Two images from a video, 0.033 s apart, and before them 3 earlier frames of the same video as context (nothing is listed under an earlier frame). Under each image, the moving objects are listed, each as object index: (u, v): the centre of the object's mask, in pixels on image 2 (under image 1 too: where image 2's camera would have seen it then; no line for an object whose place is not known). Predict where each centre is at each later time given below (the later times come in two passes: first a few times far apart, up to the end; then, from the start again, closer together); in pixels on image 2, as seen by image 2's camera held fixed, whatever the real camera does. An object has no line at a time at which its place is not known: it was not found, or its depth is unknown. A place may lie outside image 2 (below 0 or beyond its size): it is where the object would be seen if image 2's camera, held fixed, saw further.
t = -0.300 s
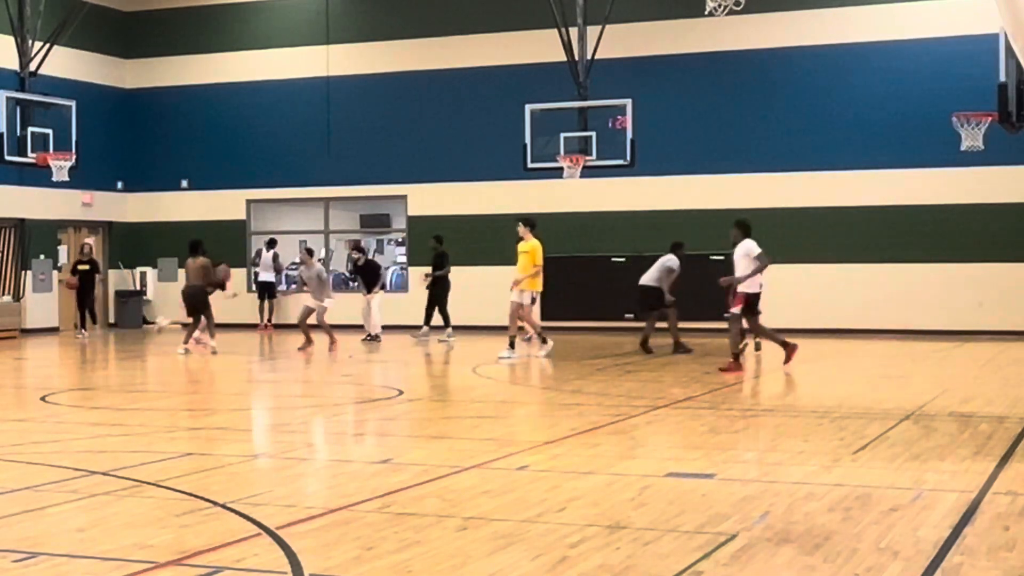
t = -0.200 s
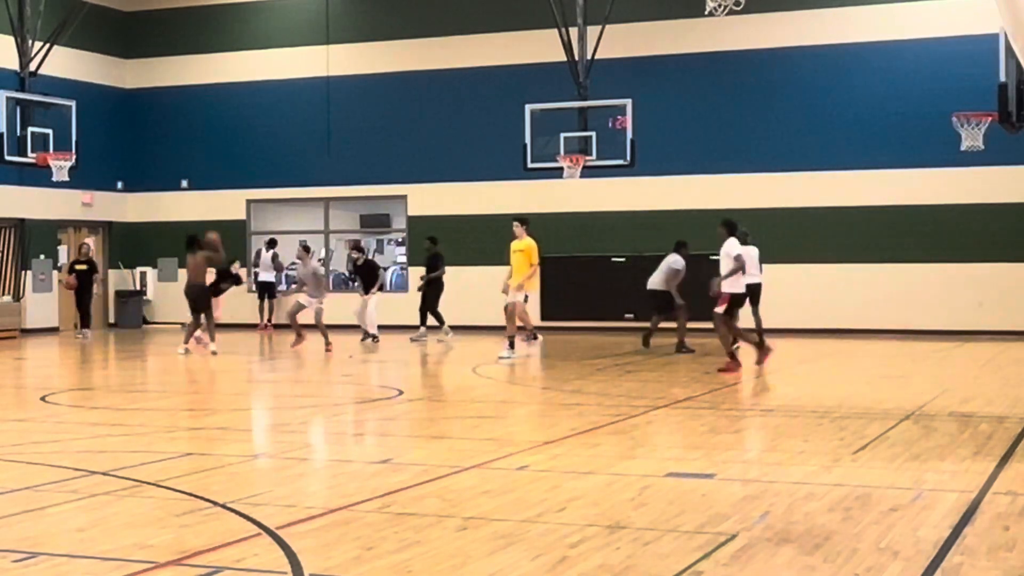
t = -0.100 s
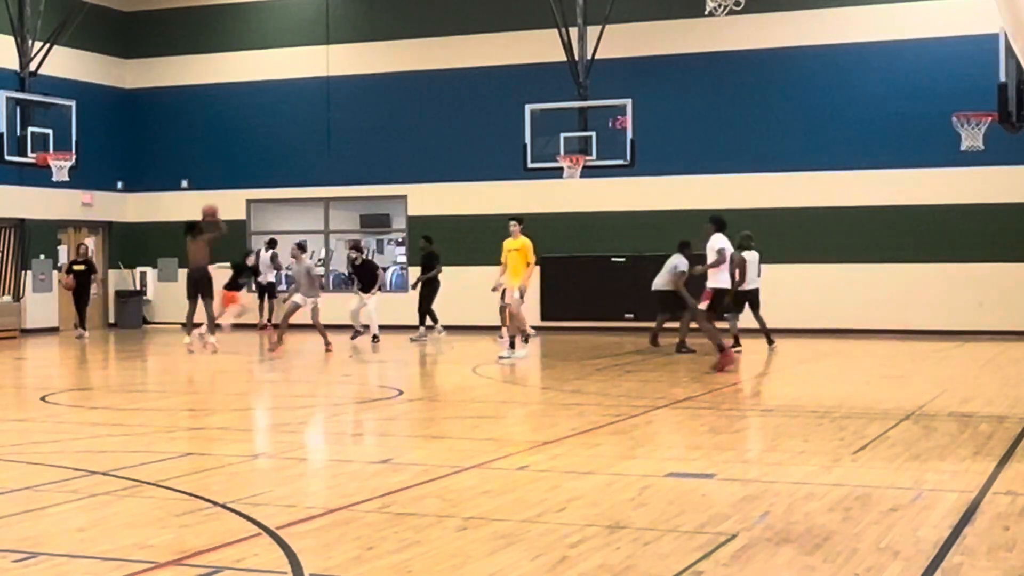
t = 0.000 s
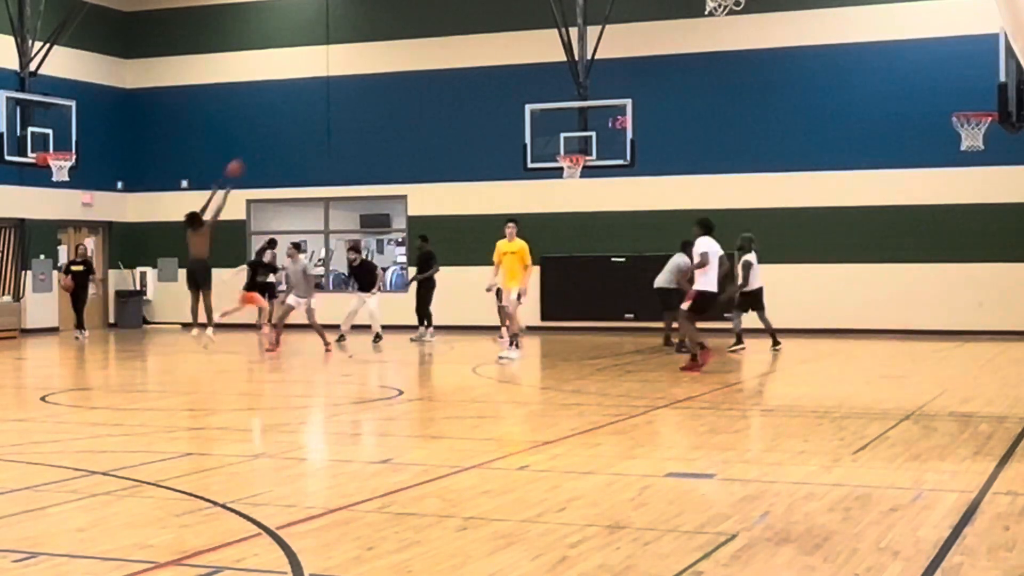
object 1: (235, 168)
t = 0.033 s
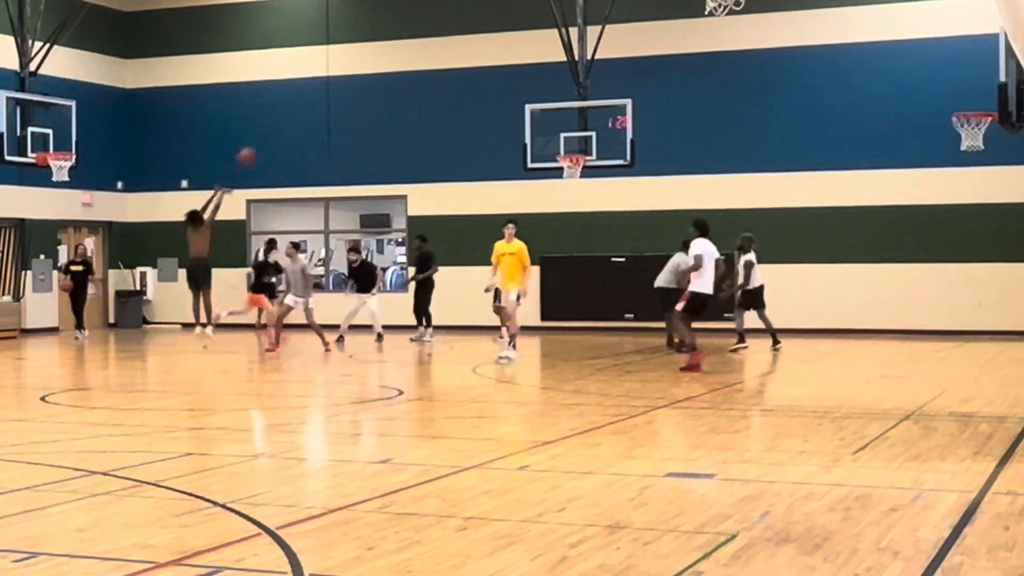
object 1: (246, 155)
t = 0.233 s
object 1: (314, 93)
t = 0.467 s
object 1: (389, 59)
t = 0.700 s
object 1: (461, 57)
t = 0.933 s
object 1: (528, 87)
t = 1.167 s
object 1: (590, 149)
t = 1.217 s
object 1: (605, 169)
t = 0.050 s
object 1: (252, 149)
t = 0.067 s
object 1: (258, 142)
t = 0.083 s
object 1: (264, 136)
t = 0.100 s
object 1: (270, 131)
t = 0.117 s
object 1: (275, 125)
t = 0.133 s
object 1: (281, 120)
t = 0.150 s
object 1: (286, 115)
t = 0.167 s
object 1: (292, 110)
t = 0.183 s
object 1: (298, 105)
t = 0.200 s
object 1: (303, 101)
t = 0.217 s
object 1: (308, 97)
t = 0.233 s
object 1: (314, 93)
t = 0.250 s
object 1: (320, 89)
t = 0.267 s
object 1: (325, 85)
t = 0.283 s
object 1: (332, 83)
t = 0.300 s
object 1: (336, 80)
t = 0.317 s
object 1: (342, 77)
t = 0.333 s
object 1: (347, 74)
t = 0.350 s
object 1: (352, 71)
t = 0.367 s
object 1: (358, 69)
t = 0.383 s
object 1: (364, 67)
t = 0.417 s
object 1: (374, 63)
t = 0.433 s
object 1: (379, 61)
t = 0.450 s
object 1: (384, 60)
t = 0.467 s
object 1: (389, 59)
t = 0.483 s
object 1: (395, 57)
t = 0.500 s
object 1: (400, 56)
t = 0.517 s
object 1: (405, 56)
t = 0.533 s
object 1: (410, 55)
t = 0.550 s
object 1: (416, 54)
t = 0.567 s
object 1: (421, 54)
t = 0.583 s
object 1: (425, 54)
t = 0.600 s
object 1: (430, 54)
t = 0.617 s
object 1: (436, 54)
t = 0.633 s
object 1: (441, 55)
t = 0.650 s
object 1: (446, 55)
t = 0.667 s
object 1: (451, 56)
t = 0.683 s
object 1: (456, 56)
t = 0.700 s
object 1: (461, 57)
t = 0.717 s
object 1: (466, 59)
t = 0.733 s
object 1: (471, 60)
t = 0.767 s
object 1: (480, 62)
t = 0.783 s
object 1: (485, 64)
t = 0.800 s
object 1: (491, 65)
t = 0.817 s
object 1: (496, 69)
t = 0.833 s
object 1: (500, 70)
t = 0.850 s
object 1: (505, 72)
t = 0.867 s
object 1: (510, 75)
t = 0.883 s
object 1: (514, 78)
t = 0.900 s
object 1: (519, 81)
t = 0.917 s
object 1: (524, 84)
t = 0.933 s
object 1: (528, 87)
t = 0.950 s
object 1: (534, 90)
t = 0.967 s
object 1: (538, 94)
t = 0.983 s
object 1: (543, 98)
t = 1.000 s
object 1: (547, 102)
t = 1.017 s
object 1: (551, 105)
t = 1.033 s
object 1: (558, 111)
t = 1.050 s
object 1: (561, 114)
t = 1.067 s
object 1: (565, 118)
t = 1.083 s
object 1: (569, 123)
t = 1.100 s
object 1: (573, 128)
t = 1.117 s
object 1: (577, 132)
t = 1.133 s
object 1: (582, 139)
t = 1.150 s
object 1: (586, 144)
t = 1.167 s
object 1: (590, 149)
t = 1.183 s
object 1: (596, 154)
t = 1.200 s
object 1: (600, 160)
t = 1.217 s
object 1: (605, 169)
